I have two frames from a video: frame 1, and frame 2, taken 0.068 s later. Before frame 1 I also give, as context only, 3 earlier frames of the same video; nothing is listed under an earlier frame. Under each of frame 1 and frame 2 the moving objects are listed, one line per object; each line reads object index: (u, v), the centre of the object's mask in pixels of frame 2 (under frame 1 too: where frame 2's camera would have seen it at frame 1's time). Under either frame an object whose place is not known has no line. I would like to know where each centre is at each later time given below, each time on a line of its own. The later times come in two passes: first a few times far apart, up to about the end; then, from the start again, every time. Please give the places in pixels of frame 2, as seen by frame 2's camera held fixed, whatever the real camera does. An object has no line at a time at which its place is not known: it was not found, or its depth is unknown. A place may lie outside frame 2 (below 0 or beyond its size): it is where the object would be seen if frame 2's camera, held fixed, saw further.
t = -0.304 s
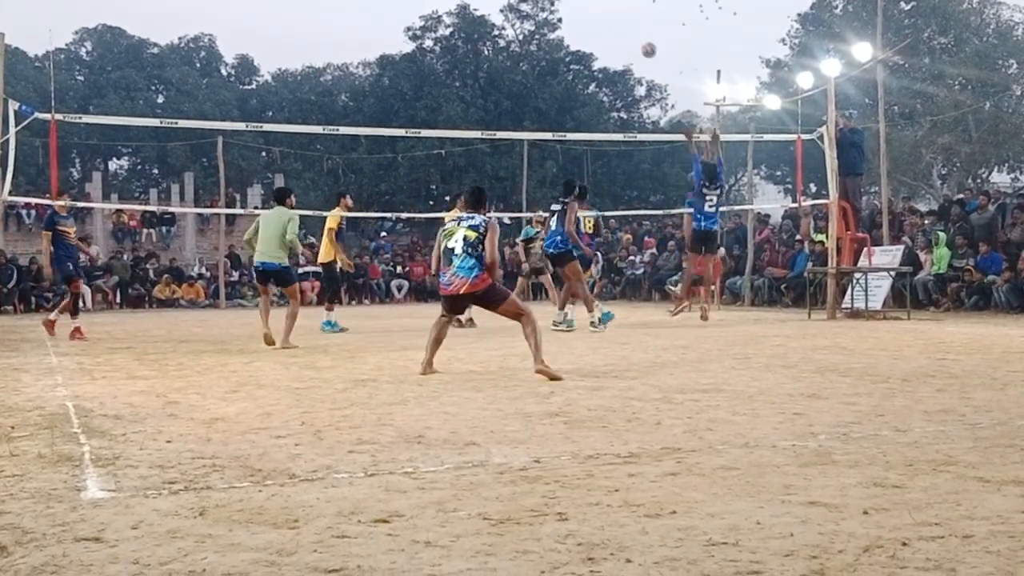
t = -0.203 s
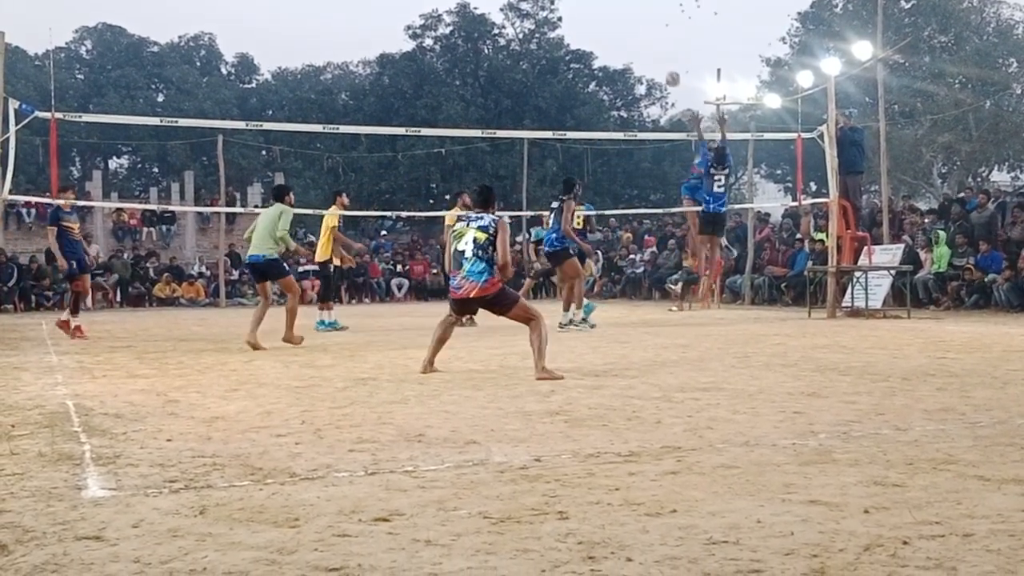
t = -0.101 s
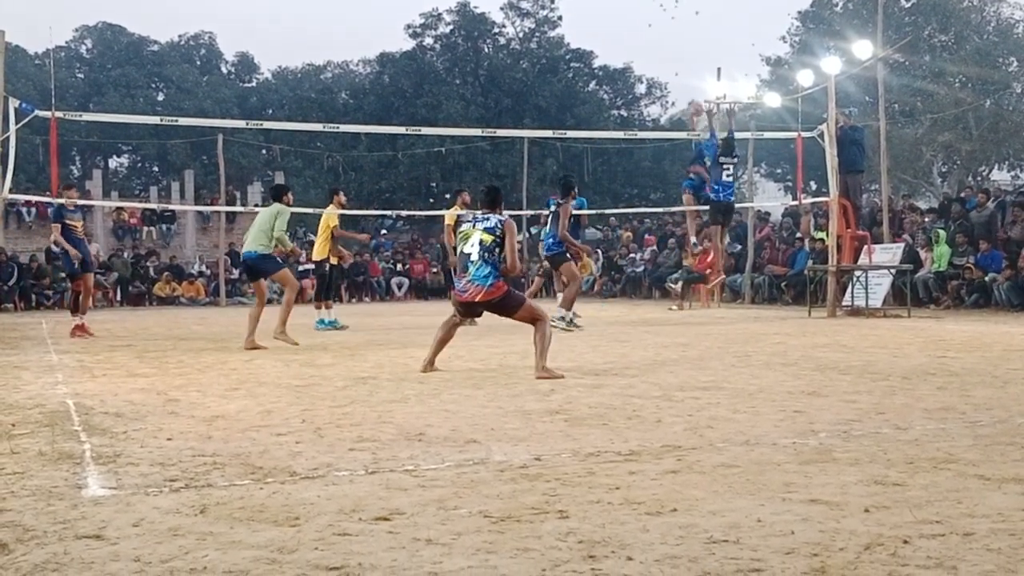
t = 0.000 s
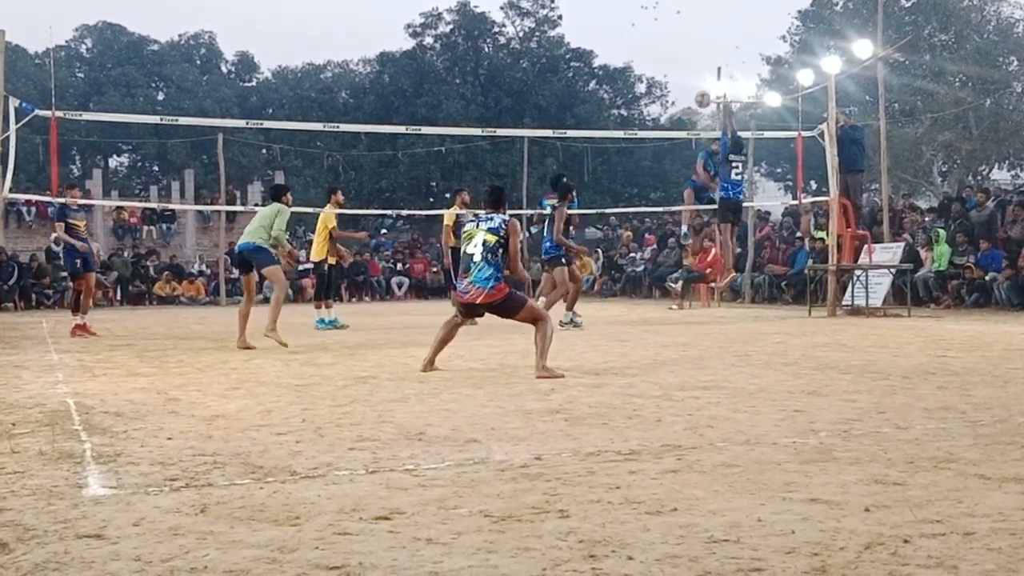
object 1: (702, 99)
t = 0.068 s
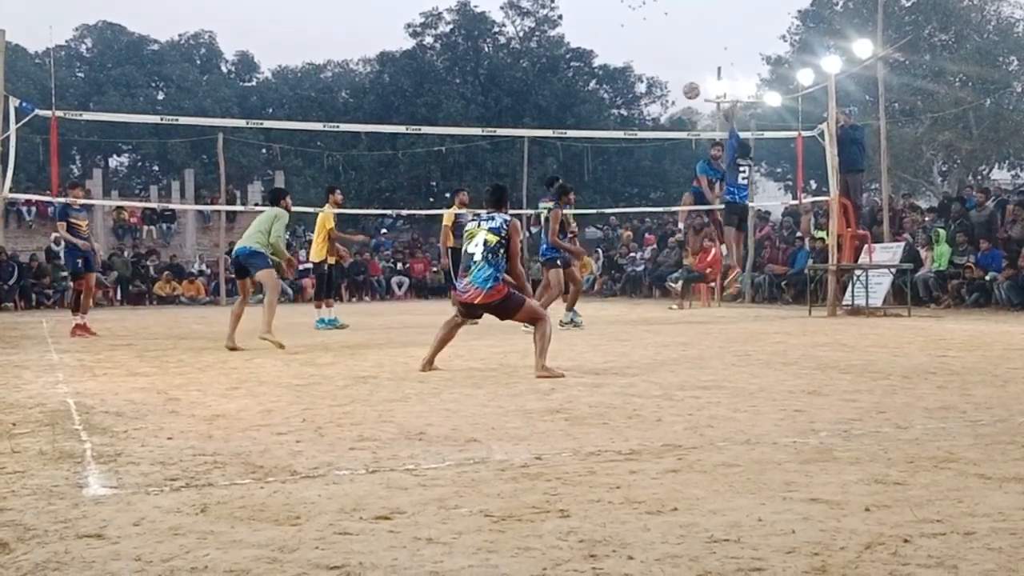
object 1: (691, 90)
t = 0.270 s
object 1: (656, 86)
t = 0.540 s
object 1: (610, 148)
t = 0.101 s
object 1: (685, 87)
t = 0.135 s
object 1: (679, 85)
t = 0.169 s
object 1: (673, 84)
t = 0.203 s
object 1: (668, 83)
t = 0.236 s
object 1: (662, 84)
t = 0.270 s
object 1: (656, 86)
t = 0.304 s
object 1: (651, 87)
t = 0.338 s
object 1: (645, 94)
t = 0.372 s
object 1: (638, 99)
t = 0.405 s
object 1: (632, 105)
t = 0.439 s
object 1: (627, 114)
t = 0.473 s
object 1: (621, 122)
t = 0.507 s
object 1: (615, 134)
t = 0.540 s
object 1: (610, 148)
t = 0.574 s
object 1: (604, 163)
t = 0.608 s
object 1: (598, 179)
